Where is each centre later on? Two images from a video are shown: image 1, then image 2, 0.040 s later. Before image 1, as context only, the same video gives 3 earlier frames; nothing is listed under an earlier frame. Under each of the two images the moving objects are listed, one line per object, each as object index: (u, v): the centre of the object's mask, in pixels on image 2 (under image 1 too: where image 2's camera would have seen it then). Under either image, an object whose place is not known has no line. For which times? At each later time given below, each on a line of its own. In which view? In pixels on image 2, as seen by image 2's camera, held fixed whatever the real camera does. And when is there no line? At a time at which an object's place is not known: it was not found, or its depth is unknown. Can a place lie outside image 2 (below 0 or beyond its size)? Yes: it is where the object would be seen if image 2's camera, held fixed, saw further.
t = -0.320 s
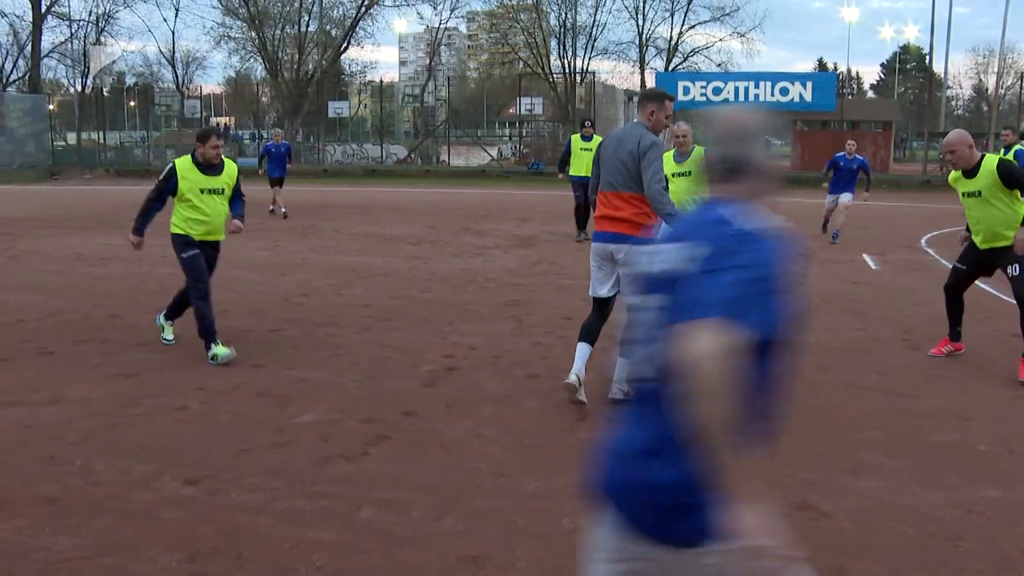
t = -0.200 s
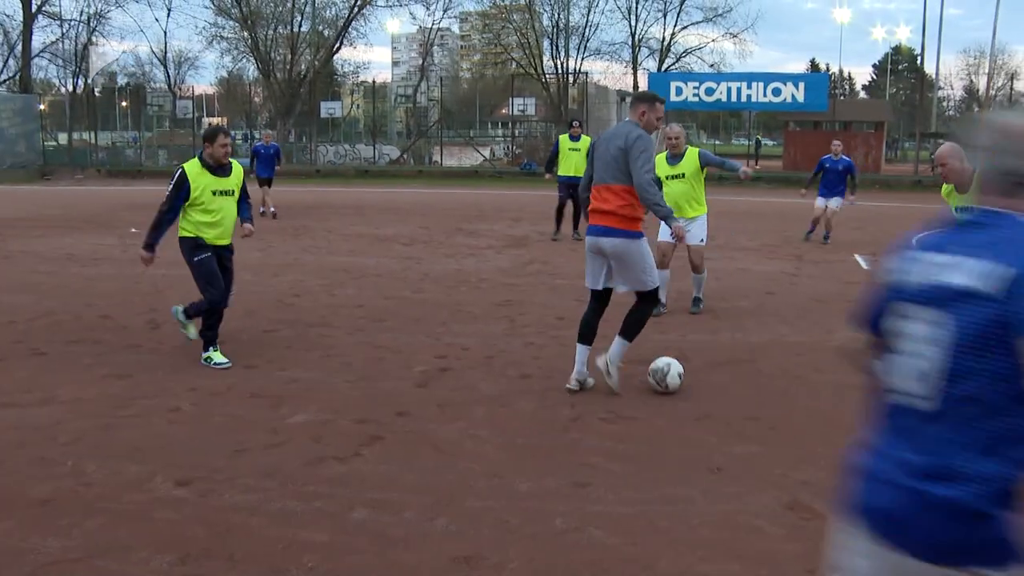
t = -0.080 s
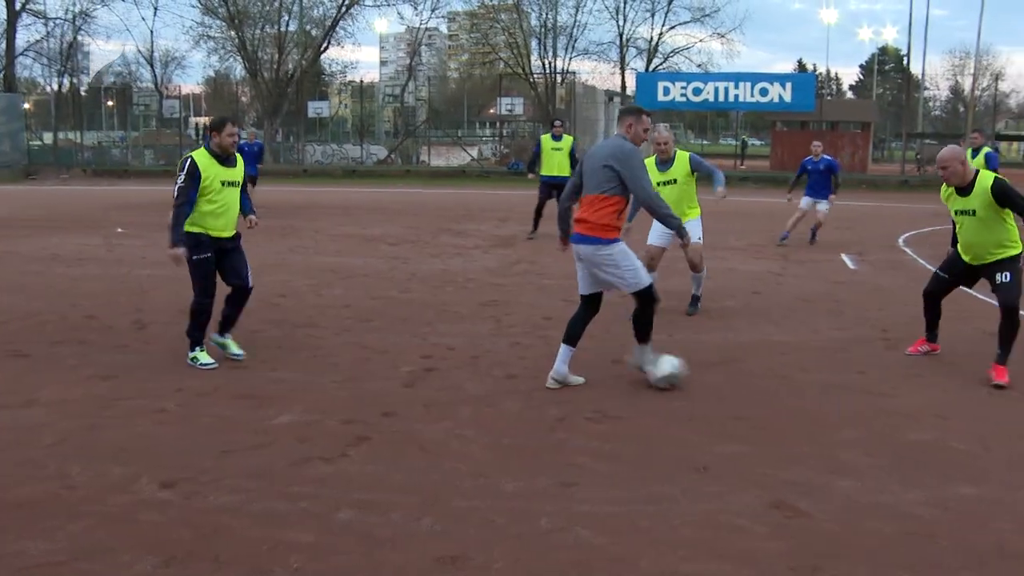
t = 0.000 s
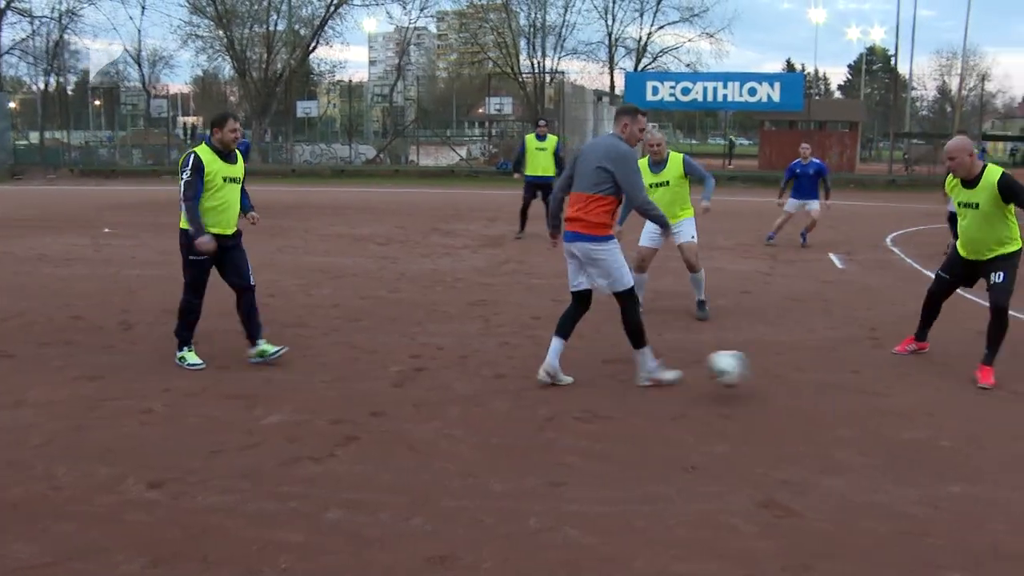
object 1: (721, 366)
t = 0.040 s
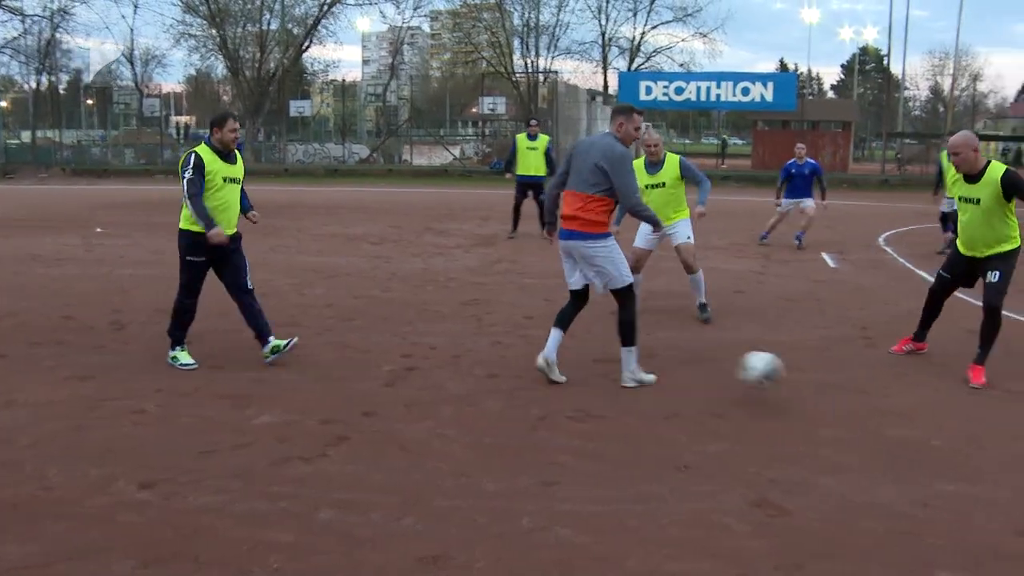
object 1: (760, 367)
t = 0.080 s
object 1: (801, 375)
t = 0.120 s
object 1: (842, 381)
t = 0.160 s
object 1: (887, 393)
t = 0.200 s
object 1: (935, 407)
